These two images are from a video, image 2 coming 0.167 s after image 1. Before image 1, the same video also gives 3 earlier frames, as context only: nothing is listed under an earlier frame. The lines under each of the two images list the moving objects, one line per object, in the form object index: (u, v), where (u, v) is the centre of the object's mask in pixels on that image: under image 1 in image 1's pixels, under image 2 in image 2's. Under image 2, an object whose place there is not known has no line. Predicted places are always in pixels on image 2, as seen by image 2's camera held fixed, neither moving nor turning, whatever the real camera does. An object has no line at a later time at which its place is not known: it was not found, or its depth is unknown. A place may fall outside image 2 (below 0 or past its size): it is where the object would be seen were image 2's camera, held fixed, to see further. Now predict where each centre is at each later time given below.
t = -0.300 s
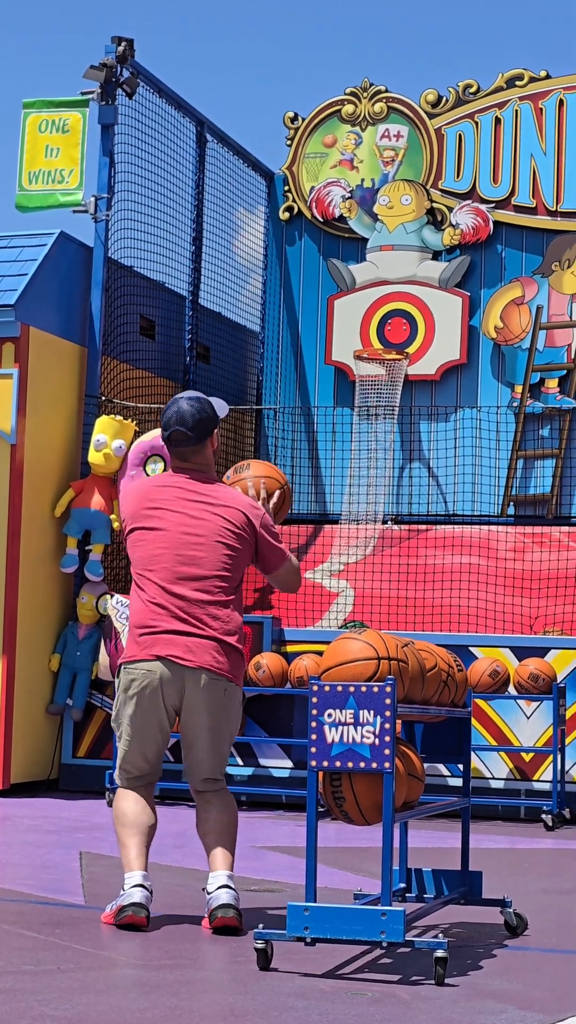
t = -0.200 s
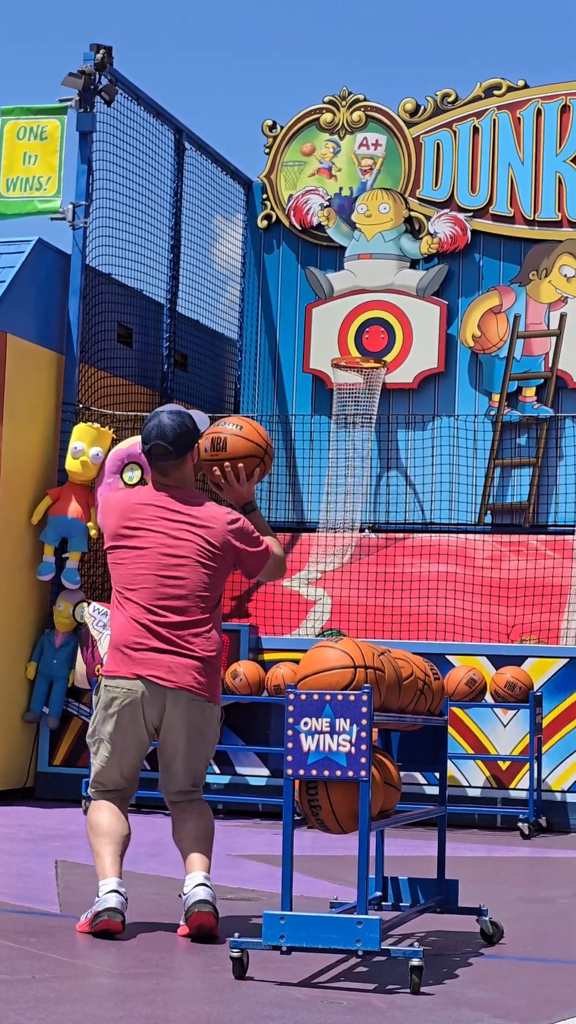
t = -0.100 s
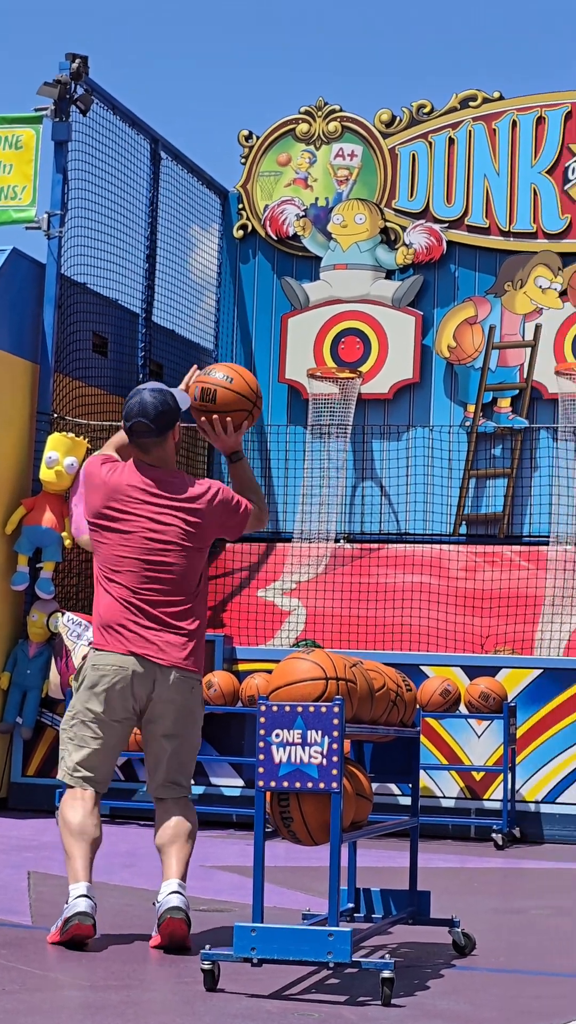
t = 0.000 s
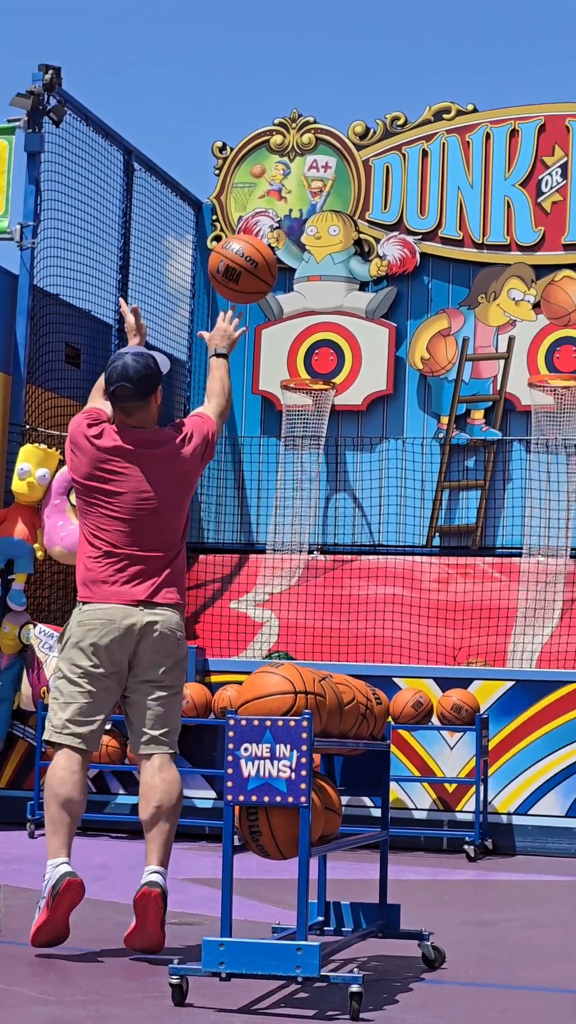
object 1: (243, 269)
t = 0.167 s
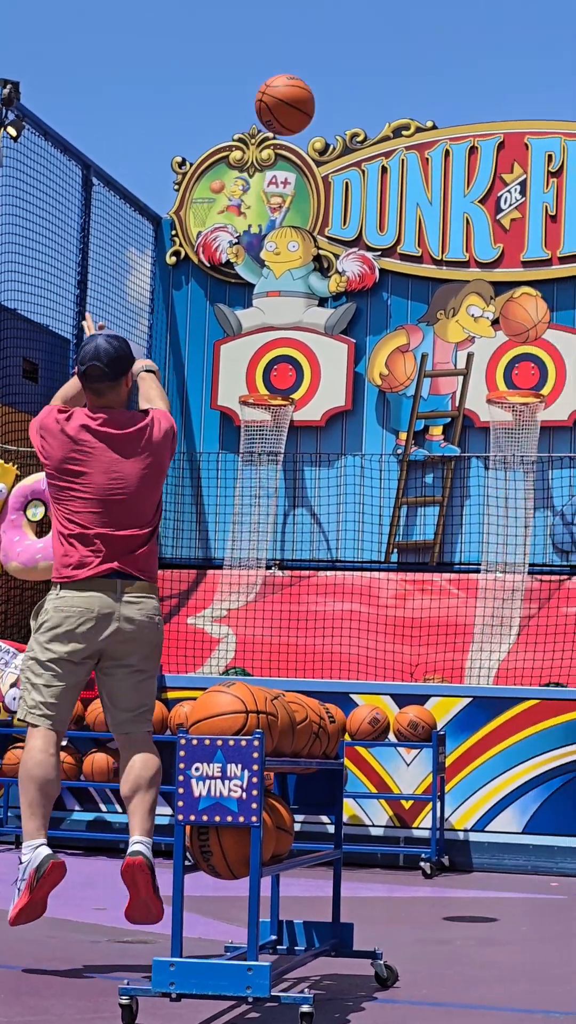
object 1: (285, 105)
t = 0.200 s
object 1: (299, 82)
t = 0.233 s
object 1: (313, 62)
